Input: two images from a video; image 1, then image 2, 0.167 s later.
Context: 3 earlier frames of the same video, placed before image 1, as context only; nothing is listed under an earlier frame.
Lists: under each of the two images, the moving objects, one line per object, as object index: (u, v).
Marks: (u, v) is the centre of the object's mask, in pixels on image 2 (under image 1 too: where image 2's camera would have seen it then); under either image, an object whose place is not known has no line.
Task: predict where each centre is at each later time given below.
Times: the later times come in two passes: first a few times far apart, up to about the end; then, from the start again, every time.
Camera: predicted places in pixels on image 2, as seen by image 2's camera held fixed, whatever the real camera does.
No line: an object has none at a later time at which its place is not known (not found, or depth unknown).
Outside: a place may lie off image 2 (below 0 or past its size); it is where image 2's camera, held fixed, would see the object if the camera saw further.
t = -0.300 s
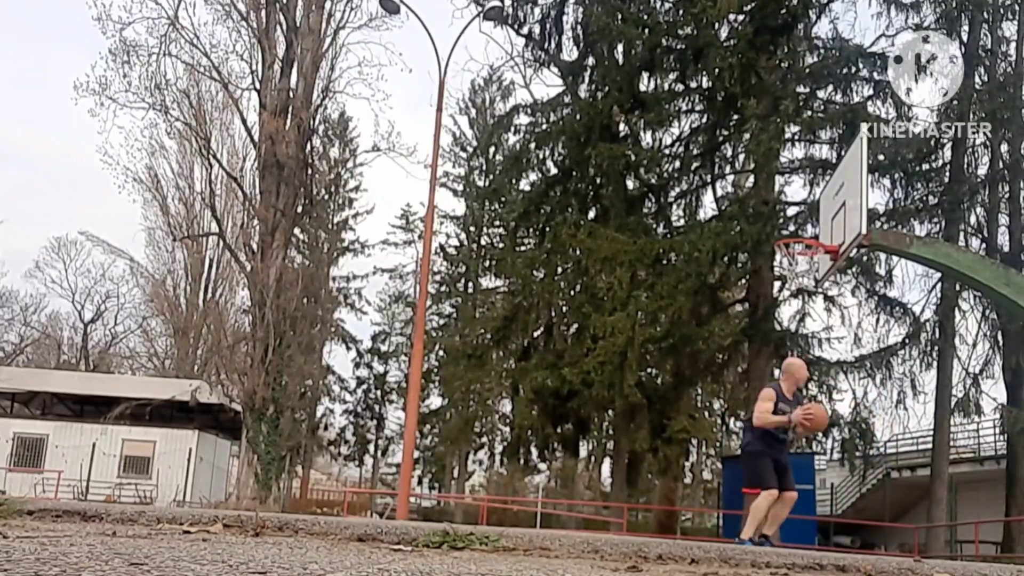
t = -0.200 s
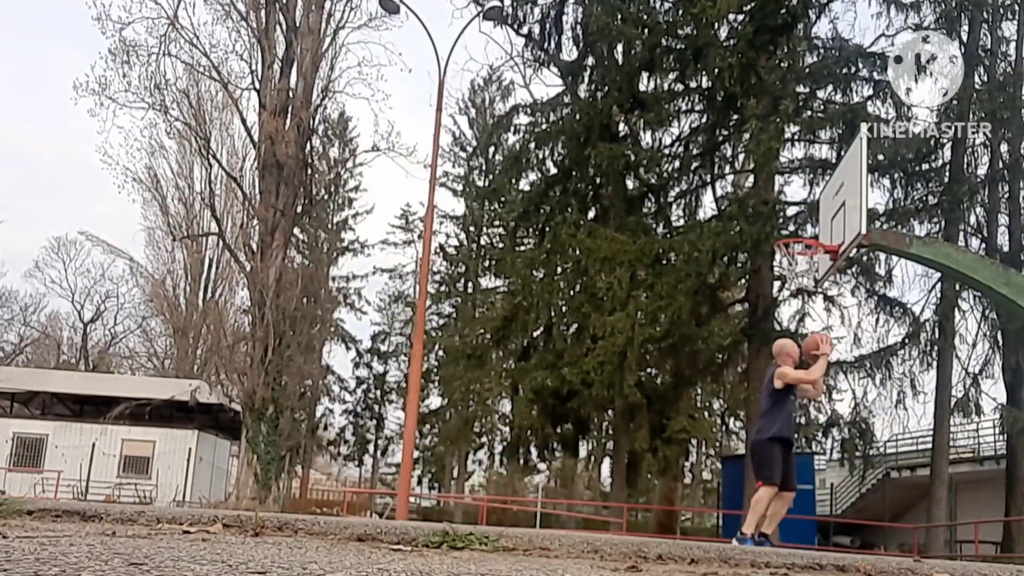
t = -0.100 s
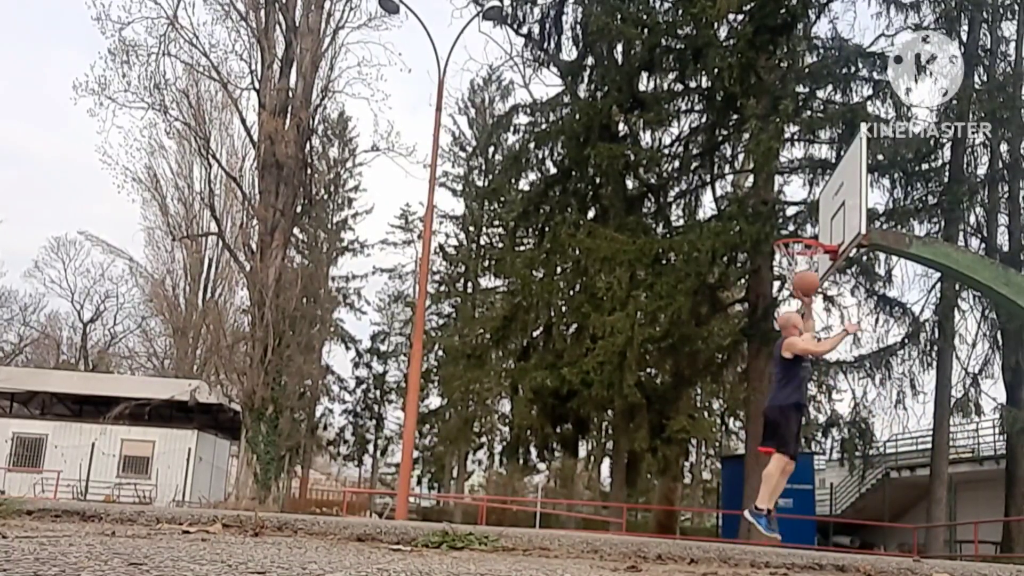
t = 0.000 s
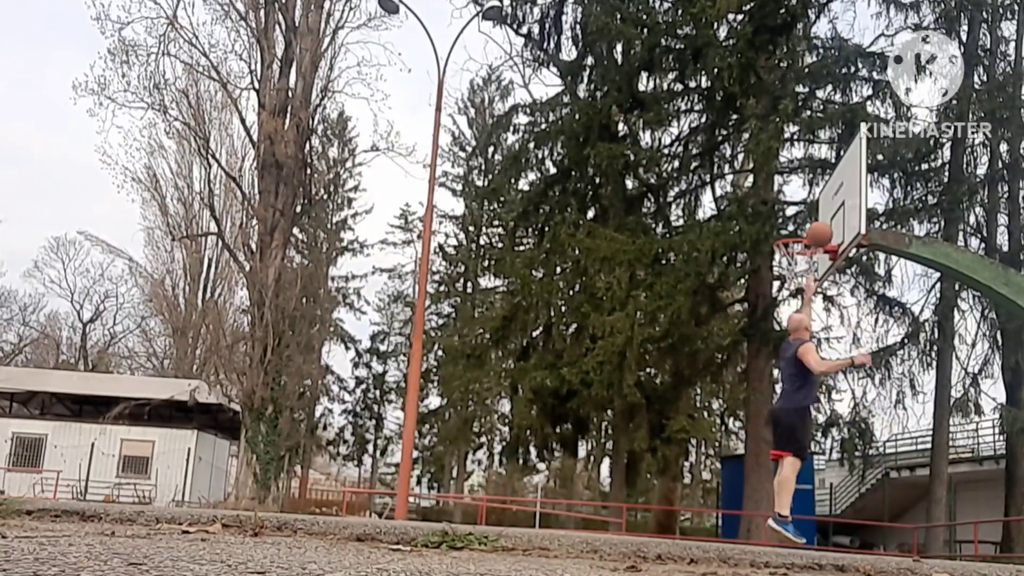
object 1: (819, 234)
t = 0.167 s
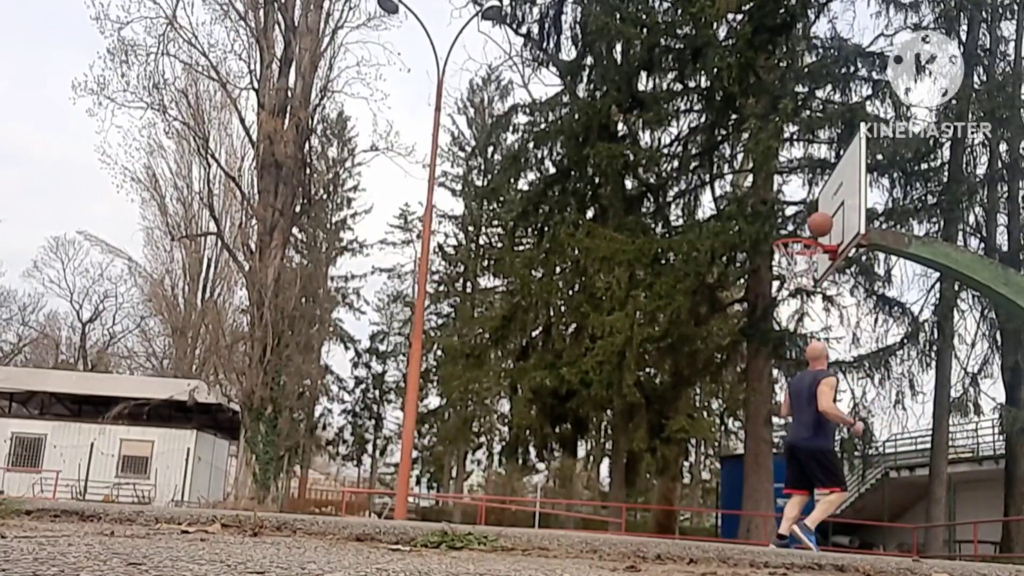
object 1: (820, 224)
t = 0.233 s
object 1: (814, 219)
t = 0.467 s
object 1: (804, 257)
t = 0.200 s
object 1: (815, 223)
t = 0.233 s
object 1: (814, 219)
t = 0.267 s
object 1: (813, 215)
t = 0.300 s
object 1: (811, 214)
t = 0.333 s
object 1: (811, 215)
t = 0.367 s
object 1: (809, 222)
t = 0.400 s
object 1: (807, 233)
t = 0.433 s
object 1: (806, 240)
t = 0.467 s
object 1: (804, 257)
